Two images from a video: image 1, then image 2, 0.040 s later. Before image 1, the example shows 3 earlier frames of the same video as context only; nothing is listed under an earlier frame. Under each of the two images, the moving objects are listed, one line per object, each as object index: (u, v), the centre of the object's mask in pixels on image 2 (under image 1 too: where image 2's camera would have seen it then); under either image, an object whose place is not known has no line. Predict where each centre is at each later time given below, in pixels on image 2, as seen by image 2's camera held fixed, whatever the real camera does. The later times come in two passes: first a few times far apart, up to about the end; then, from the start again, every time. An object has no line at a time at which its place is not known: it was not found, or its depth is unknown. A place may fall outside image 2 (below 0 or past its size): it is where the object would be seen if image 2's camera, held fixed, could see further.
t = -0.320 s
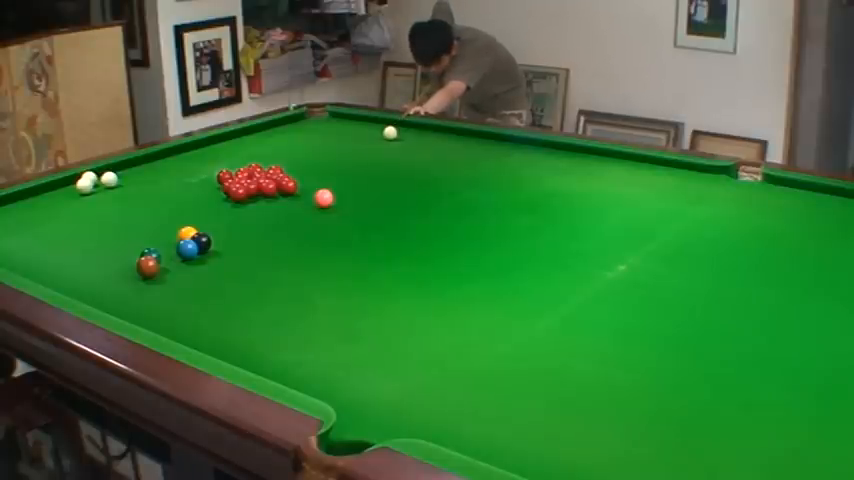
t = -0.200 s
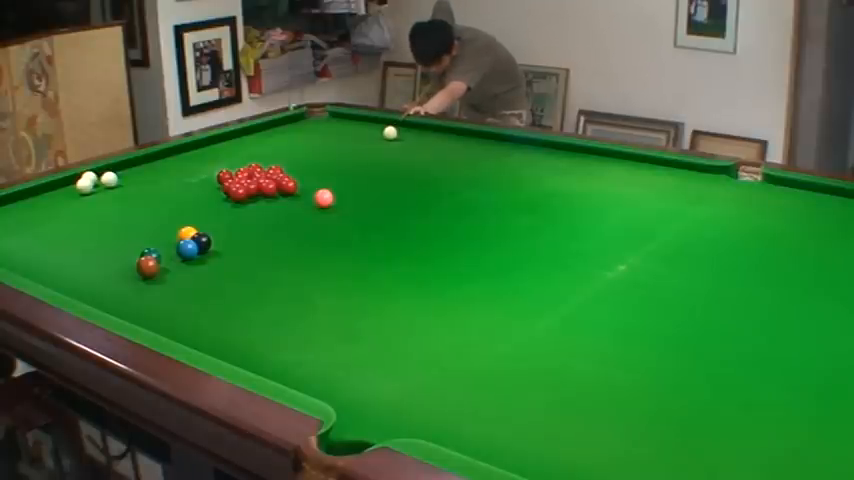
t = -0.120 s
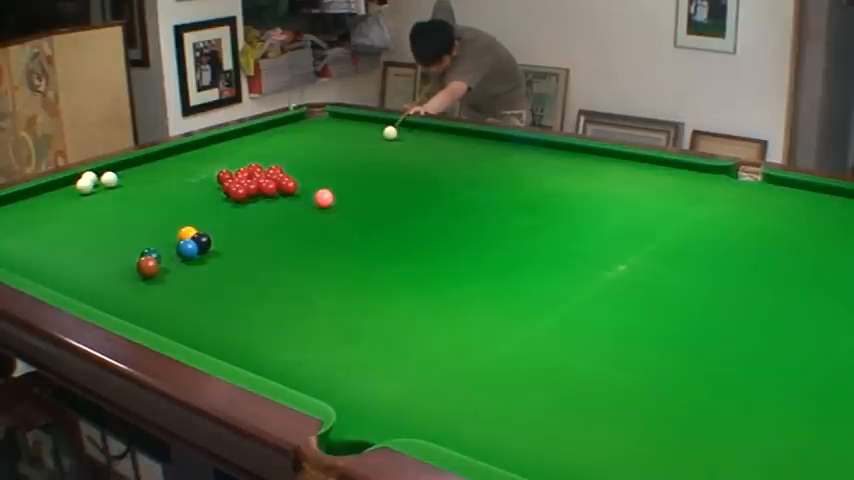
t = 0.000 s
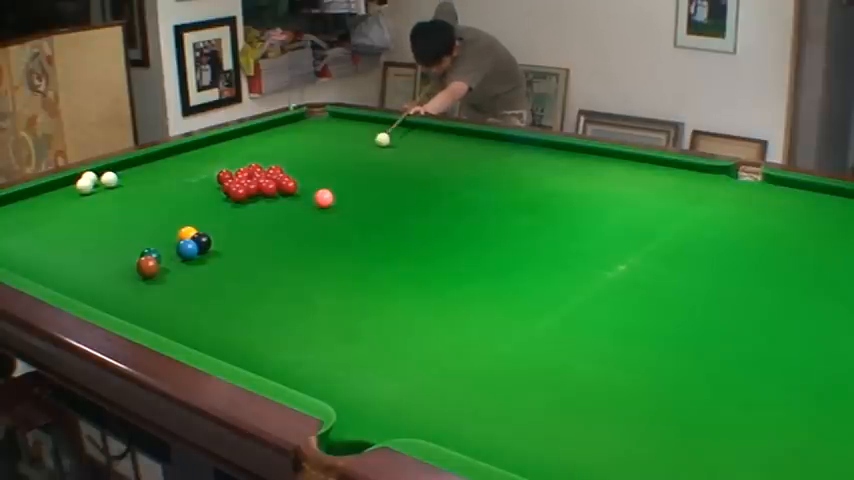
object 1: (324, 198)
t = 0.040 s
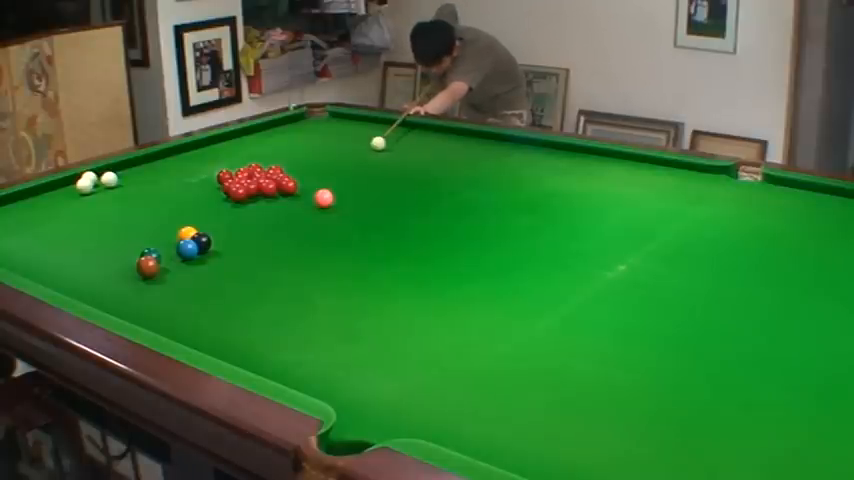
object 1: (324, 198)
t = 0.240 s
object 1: (323, 198)
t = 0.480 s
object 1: (324, 199)
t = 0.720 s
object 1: (328, 223)
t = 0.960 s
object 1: (332, 248)
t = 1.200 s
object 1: (338, 277)
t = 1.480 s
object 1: (345, 316)
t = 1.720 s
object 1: (353, 354)
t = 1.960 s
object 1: (361, 399)
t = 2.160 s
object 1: (365, 446)
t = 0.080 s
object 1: (323, 198)
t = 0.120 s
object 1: (324, 198)
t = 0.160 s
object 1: (323, 198)
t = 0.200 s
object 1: (323, 198)
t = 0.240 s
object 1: (323, 198)
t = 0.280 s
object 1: (323, 198)
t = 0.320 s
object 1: (323, 198)
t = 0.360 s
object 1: (323, 198)
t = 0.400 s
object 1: (323, 198)
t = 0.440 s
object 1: (323, 198)
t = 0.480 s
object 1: (324, 199)
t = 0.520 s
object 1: (325, 204)
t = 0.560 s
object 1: (325, 208)
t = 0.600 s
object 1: (326, 212)
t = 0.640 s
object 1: (327, 215)
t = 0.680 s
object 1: (327, 219)
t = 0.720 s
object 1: (328, 223)
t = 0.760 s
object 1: (329, 227)
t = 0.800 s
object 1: (329, 231)
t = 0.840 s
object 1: (330, 235)
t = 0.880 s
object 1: (331, 239)
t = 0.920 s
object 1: (331, 244)
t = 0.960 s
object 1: (332, 248)
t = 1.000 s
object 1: (333, 253)
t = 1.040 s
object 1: (334, 257)
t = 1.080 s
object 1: (335, 262)
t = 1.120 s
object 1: (336, 267)
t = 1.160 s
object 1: (337, 272)
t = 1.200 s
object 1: (338, 277)
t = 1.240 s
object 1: (338, 282)
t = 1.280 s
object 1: (340, 287)
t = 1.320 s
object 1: (341, 293)
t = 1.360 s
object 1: (342, 299)
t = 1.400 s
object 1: (343, 304)
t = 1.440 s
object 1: (344, 310)
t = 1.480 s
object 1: (345, 316)
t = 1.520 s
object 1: (347, 322)
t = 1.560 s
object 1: (348, 328)
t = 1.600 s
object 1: (349, 335)
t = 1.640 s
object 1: (350, 341)
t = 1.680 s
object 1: (352, 348)
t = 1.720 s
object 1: (353, 354)
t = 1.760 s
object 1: (354, 362)
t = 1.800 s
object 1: (356, 369)
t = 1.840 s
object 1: (357, 376)
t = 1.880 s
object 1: (358, 383)
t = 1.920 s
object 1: (360, 391)
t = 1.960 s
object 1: (361, 399)
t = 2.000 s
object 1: (363, 407)
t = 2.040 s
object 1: (364, 416)
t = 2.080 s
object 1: (366, 424)
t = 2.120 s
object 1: (367, 434)
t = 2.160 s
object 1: (365, 446)
